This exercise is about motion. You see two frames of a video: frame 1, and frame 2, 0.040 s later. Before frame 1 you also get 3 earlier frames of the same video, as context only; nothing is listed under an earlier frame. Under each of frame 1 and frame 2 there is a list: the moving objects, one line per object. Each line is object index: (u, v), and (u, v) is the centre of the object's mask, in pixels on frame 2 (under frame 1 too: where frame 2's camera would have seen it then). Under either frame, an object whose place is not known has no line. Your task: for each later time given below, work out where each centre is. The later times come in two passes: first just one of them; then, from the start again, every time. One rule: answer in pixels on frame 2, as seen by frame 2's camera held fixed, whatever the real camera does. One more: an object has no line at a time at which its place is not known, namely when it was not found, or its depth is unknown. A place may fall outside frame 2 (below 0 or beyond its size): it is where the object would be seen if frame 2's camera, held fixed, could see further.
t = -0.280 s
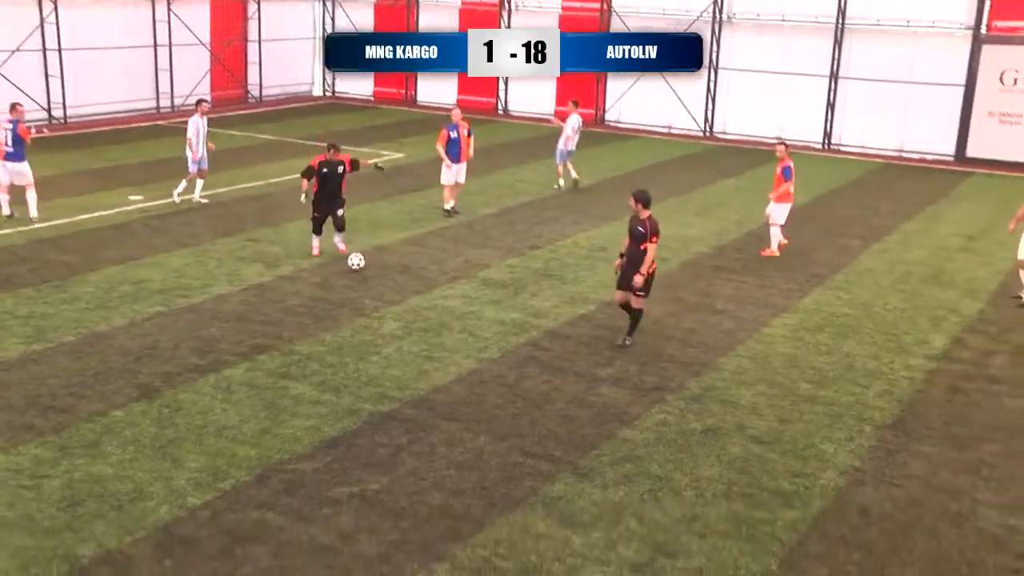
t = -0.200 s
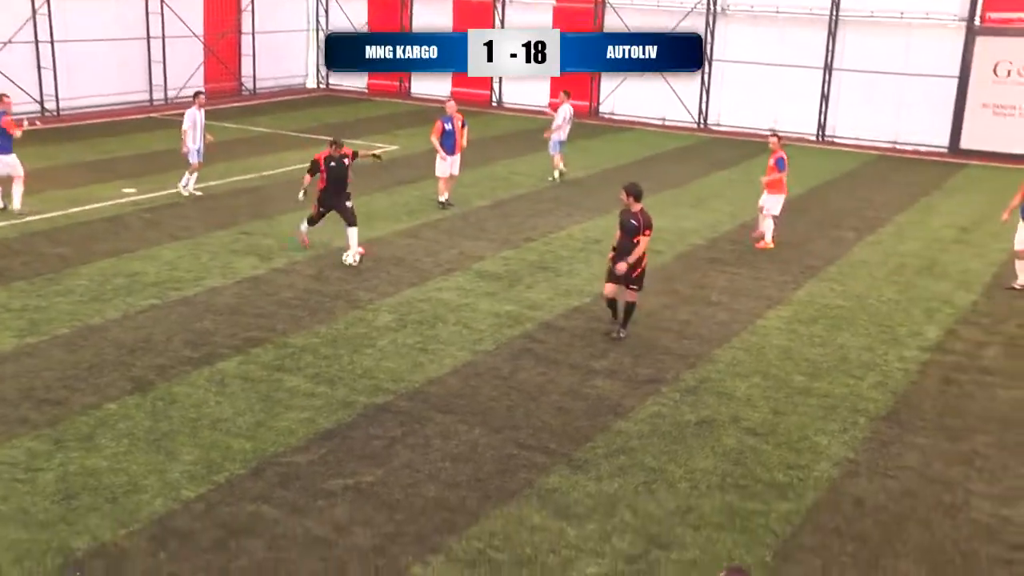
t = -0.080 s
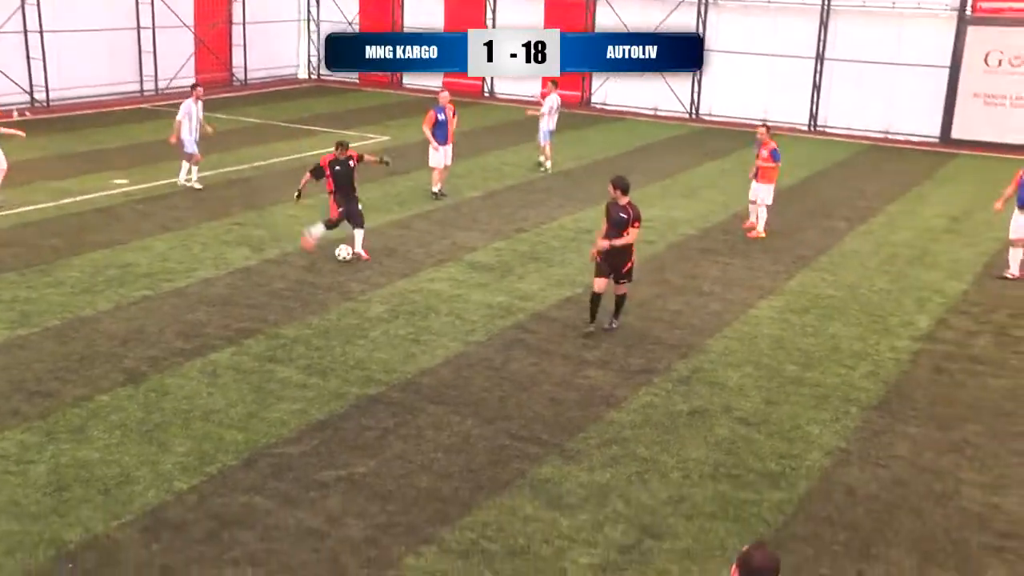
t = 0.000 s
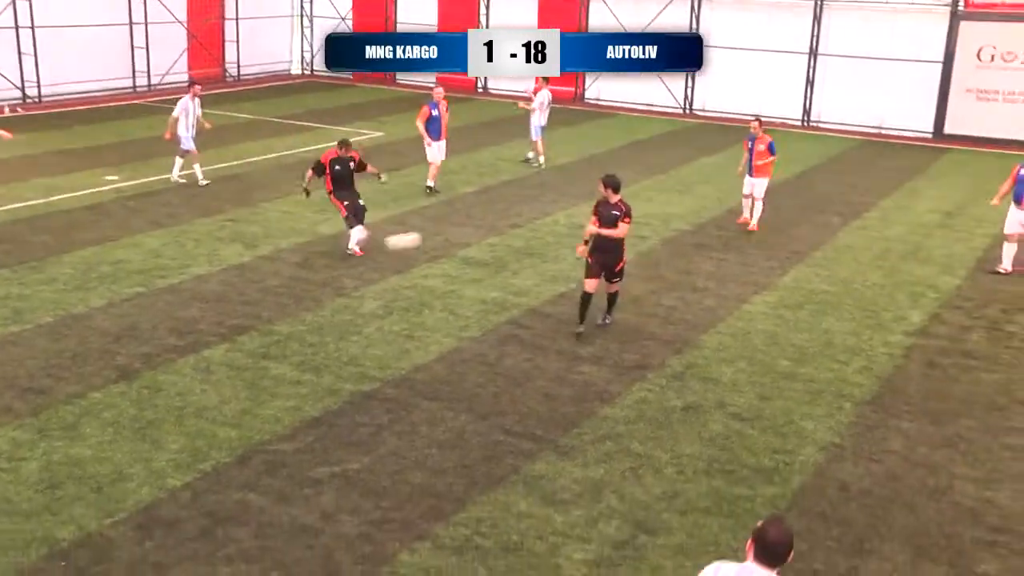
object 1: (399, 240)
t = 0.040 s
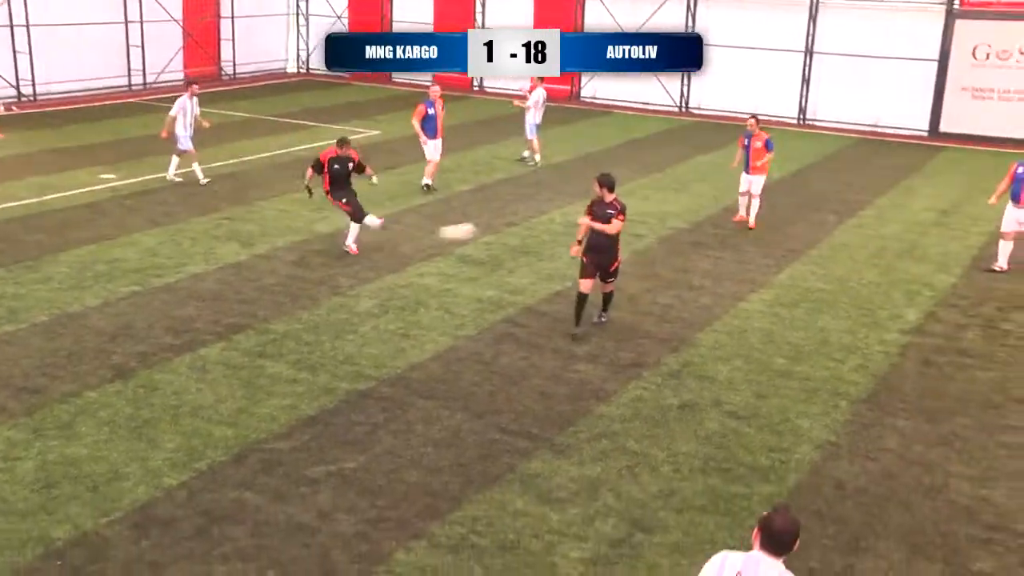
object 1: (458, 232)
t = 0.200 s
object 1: (689, 209)
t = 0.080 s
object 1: (516, 224)
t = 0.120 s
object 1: (567, 219)
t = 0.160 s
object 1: (635, 212)
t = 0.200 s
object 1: (689, 209)
